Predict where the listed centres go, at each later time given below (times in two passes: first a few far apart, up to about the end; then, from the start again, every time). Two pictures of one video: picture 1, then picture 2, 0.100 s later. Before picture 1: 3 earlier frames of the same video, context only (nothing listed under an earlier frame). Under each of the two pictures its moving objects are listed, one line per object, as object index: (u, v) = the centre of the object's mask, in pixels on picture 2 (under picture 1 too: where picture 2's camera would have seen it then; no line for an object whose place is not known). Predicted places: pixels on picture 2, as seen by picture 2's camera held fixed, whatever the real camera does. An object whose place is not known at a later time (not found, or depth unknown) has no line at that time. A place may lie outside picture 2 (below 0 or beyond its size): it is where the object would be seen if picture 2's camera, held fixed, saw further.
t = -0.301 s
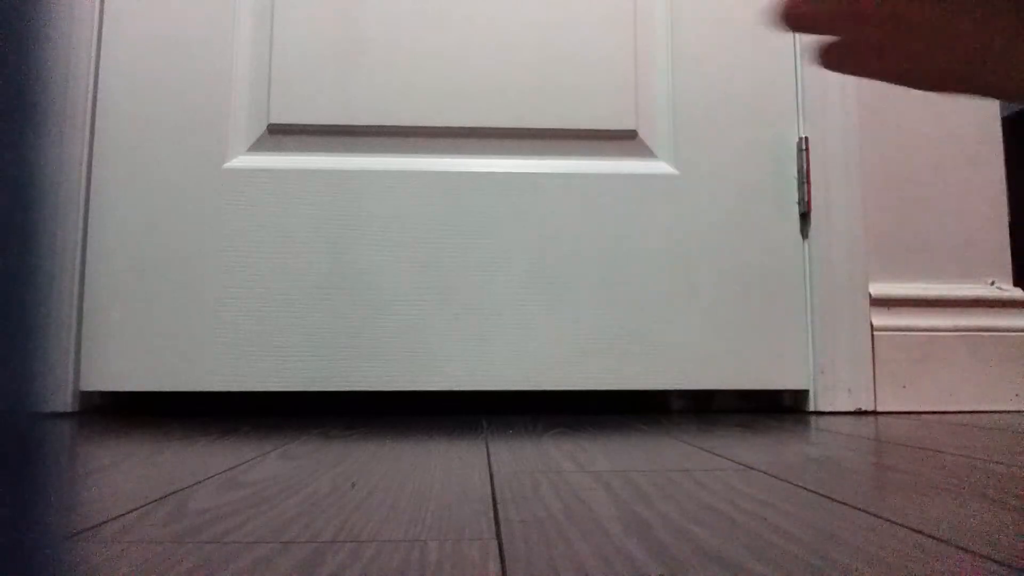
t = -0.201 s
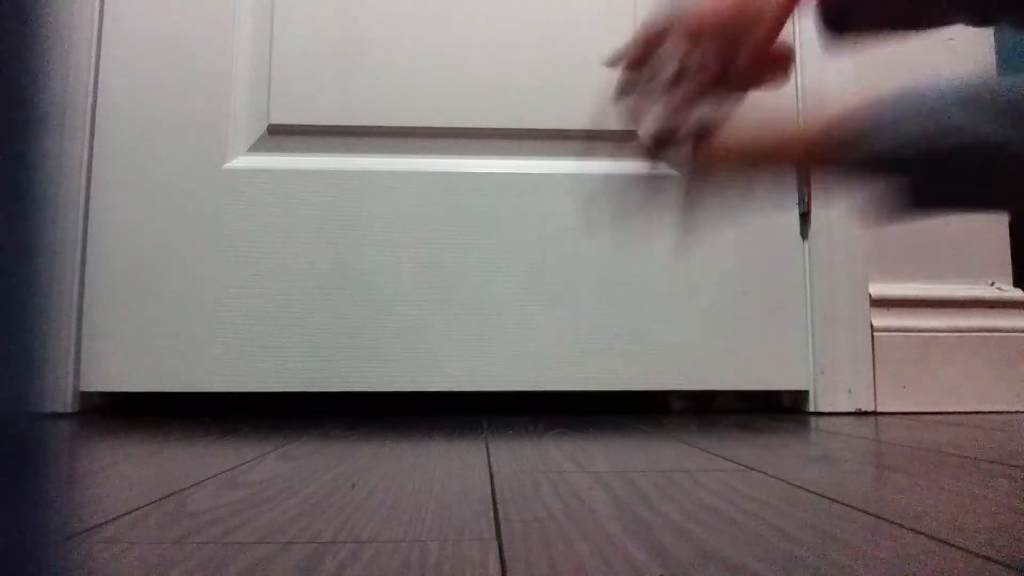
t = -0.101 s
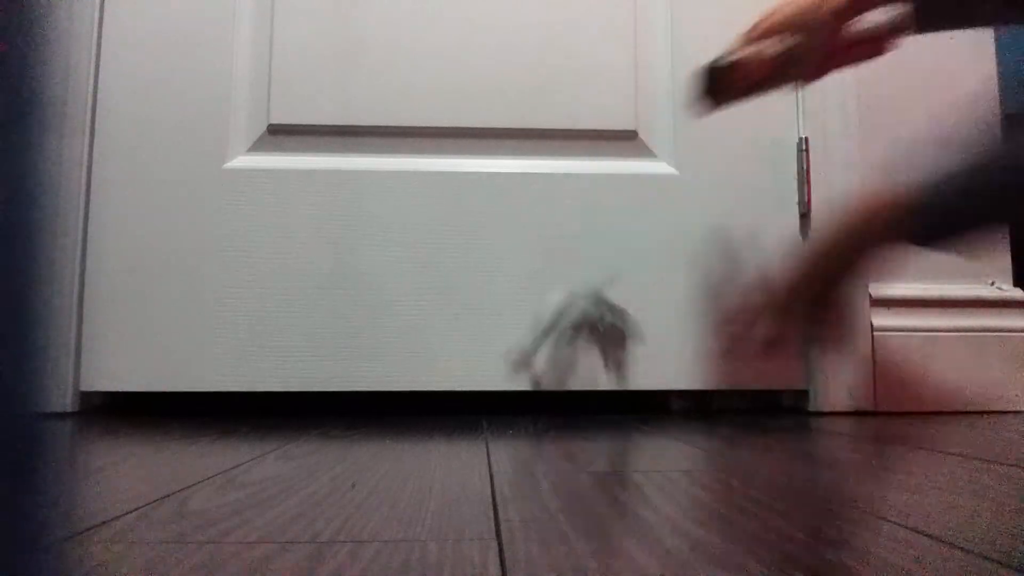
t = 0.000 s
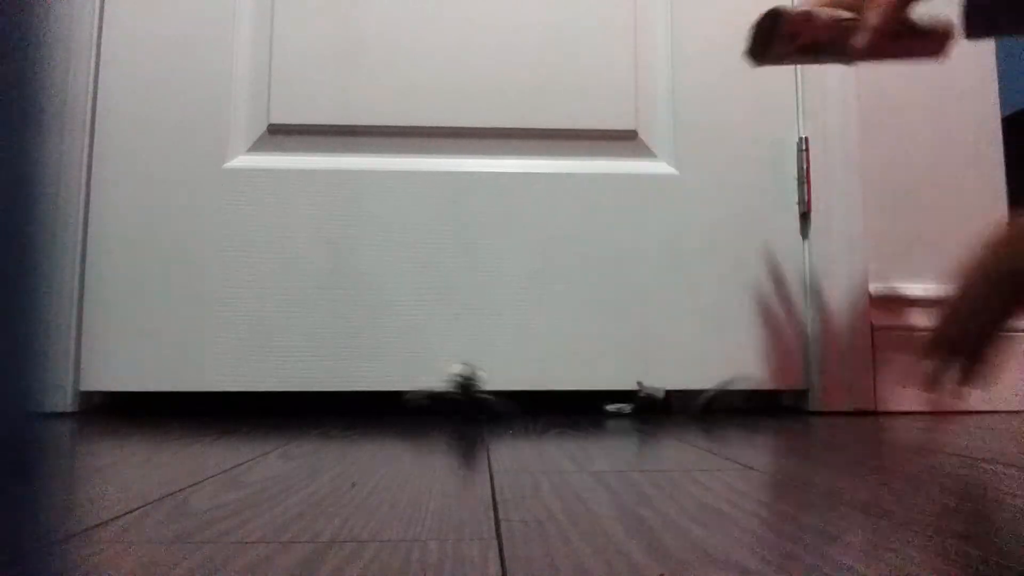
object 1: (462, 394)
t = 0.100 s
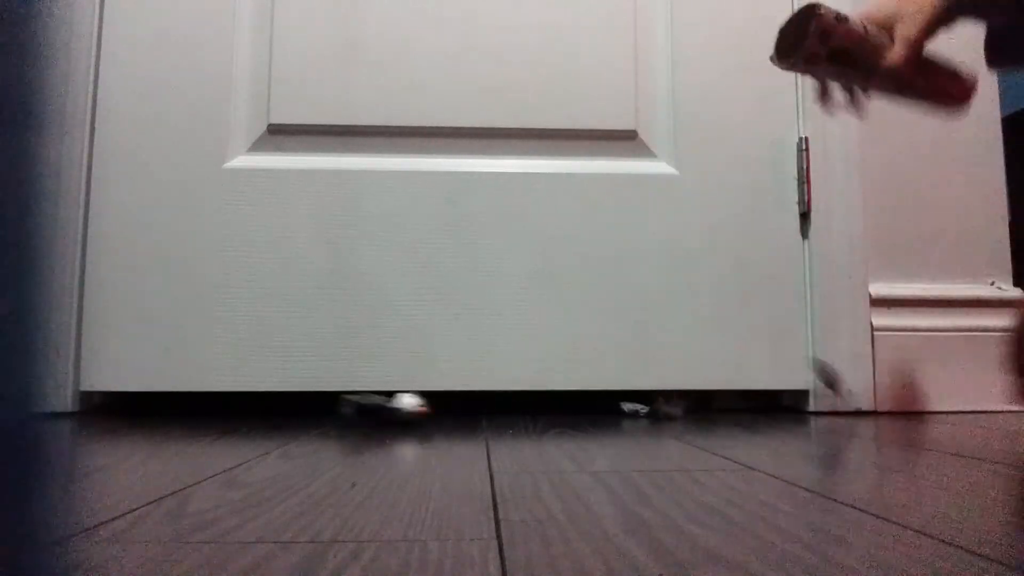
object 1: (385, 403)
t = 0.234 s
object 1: (337, 406)
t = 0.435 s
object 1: (327, 410)
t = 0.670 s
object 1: (327, 410)
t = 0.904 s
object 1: (328, 410)
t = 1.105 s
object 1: (327, 410)
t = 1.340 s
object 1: (327, 410)
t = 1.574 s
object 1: (326, 410)
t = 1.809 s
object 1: (326, 411)
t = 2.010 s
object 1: (327, 411)
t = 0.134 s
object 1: (371, 405)
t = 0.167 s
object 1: (359, 405)
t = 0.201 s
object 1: (346, 405)
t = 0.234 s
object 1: (337, 406)
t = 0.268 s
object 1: (331, 407)
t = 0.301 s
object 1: (327, 409)
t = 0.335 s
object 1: (326, 409)
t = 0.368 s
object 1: (328, 410)
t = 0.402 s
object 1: (327, 410)
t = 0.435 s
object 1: (327, 410)
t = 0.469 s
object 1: (327, 410)
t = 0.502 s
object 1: (327, 410)
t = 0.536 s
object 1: (327, 410)
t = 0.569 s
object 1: (327, 410)
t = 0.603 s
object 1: (327, 410)
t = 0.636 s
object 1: (327, 410)
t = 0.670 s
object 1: (327, 410)
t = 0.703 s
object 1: (327, 410)
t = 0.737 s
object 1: (327, 410)
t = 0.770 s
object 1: (327, 410)
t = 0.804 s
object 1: (327, 410)
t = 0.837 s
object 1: (327, 410)
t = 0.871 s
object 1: (328, 410)
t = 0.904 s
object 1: (328, 410)
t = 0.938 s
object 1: (328, 410)
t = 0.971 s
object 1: (328, 410)
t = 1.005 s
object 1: (328, 410)
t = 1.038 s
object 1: (328, 410)
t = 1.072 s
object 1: (327, 410)
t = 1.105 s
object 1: (327, 410)
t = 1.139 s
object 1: (327, 410)
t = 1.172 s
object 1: (327, 410)
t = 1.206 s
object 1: (327, 410)
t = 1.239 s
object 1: (327, 410)
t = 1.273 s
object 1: (327, 410)
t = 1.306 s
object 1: (327, 410)
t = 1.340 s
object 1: (327, 410)
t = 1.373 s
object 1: (327, 410)
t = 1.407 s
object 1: (327, 410)
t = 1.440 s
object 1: (327, 410)
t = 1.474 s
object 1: (327, 410)
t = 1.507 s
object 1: (326, 410)
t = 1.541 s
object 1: (326, 410)
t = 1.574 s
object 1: (326, 410)
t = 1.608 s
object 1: (326, 410)
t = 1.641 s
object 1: (327, 411)
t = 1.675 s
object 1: (327, 410)
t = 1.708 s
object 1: (326, 411)
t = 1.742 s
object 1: (326, 411)
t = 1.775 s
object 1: (327, 411)
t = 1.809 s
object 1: (326, 411)
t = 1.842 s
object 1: (327, 411)
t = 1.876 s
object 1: (327, 410)
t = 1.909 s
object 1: (327, 411)
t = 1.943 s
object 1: (327, 410)
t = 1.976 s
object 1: (327, 410)
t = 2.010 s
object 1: (327, 411)
